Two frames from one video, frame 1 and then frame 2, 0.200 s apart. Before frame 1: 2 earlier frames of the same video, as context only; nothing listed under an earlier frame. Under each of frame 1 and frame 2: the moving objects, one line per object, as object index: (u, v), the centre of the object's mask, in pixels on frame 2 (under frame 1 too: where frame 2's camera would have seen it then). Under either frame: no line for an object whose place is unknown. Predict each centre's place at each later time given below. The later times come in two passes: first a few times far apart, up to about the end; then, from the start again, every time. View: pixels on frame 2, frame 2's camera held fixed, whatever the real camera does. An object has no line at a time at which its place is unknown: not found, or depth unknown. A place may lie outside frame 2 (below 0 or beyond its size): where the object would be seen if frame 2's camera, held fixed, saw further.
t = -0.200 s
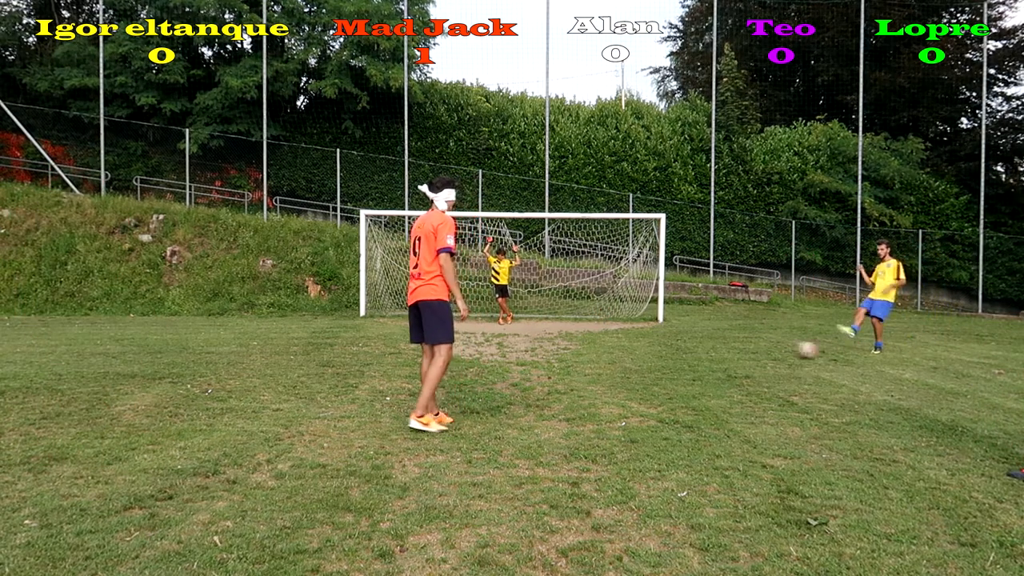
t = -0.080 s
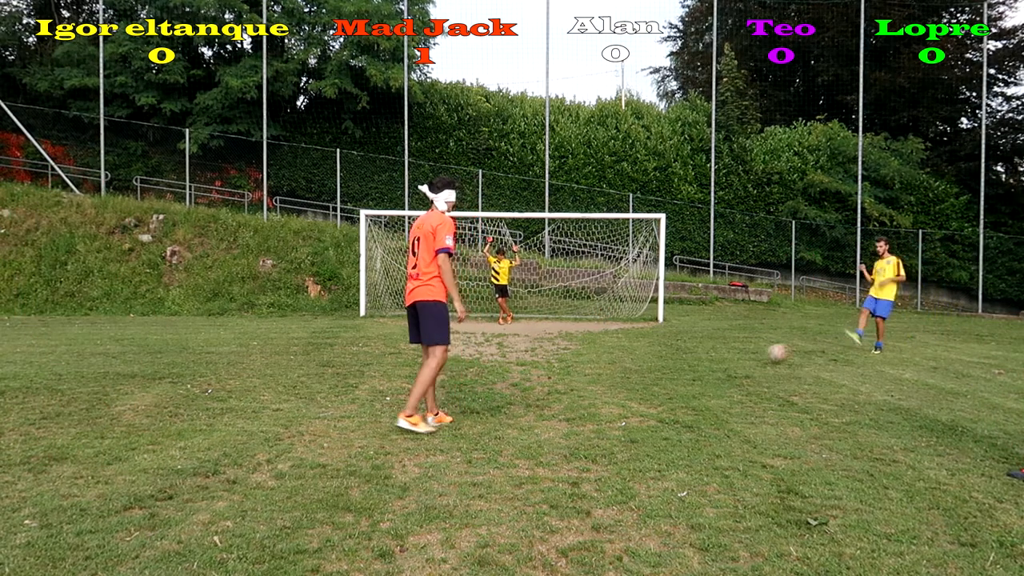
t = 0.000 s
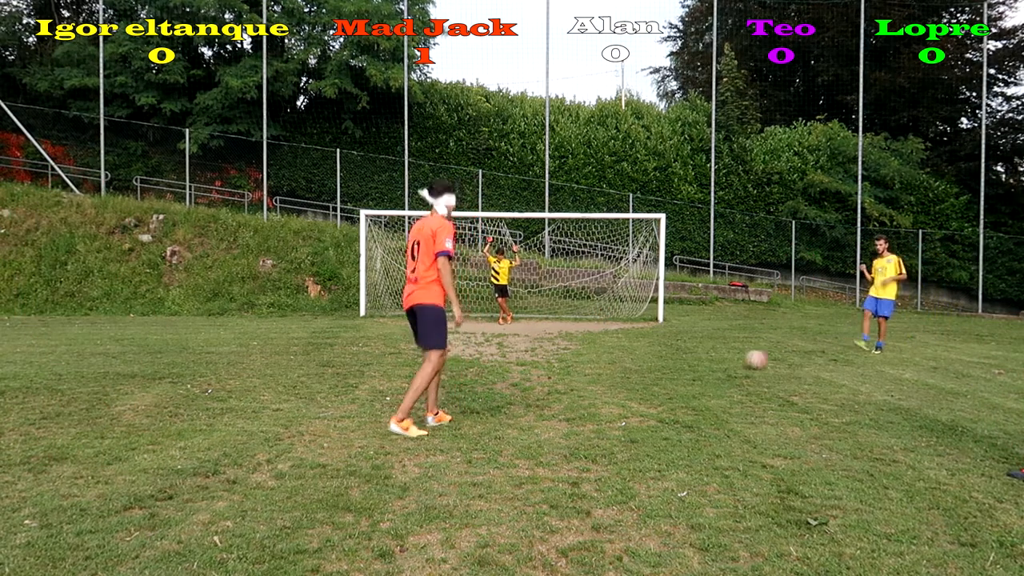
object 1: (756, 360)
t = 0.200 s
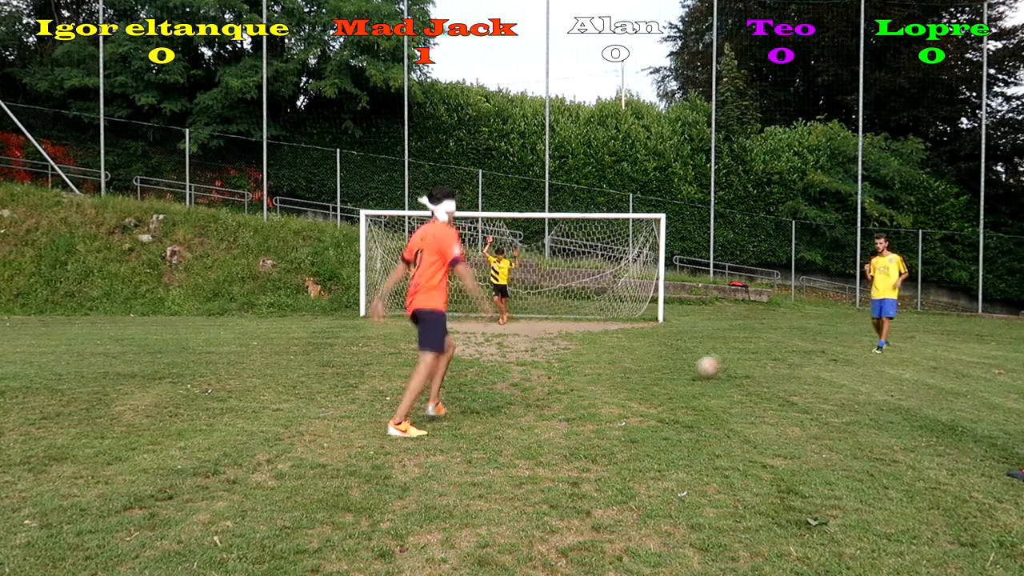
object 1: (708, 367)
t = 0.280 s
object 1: (686, 371)
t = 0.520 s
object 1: (610, 378)
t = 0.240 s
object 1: (697, 371)
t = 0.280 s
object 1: (686, 371)
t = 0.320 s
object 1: (676, 366)
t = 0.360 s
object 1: (662, 365)
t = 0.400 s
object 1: (651, 365)
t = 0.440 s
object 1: (638, 366)
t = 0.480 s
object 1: (625, 370)
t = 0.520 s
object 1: (610, 378)
